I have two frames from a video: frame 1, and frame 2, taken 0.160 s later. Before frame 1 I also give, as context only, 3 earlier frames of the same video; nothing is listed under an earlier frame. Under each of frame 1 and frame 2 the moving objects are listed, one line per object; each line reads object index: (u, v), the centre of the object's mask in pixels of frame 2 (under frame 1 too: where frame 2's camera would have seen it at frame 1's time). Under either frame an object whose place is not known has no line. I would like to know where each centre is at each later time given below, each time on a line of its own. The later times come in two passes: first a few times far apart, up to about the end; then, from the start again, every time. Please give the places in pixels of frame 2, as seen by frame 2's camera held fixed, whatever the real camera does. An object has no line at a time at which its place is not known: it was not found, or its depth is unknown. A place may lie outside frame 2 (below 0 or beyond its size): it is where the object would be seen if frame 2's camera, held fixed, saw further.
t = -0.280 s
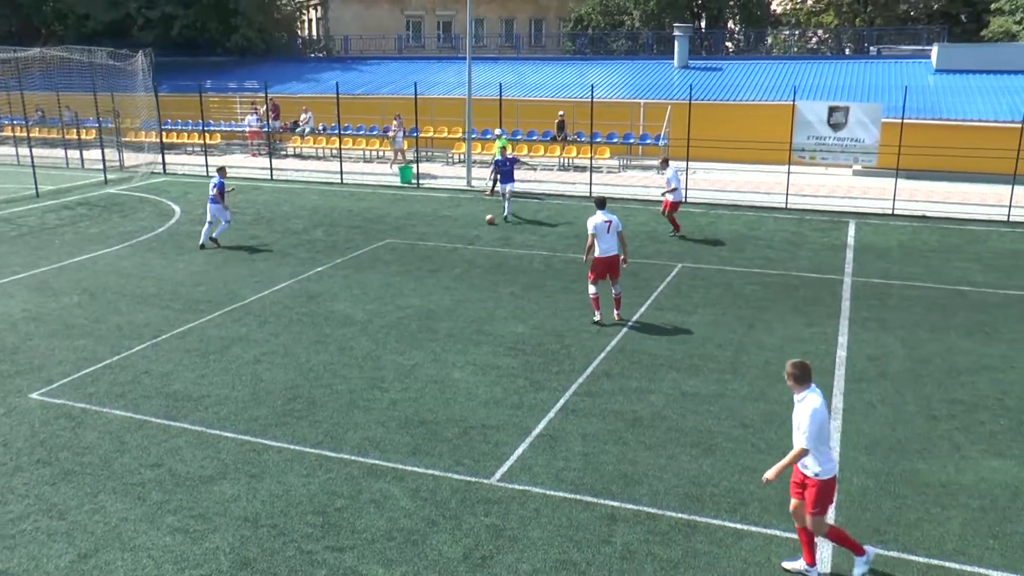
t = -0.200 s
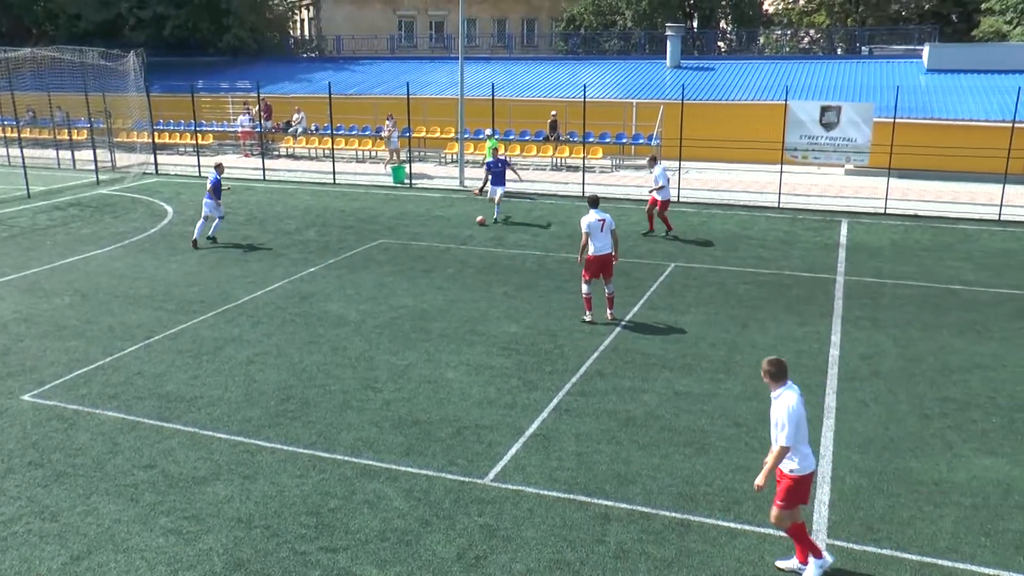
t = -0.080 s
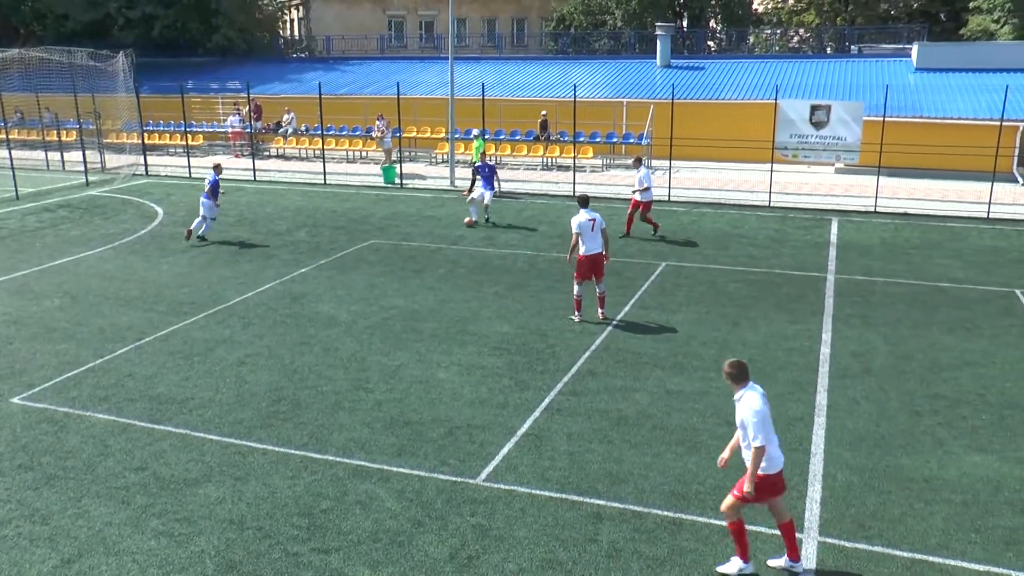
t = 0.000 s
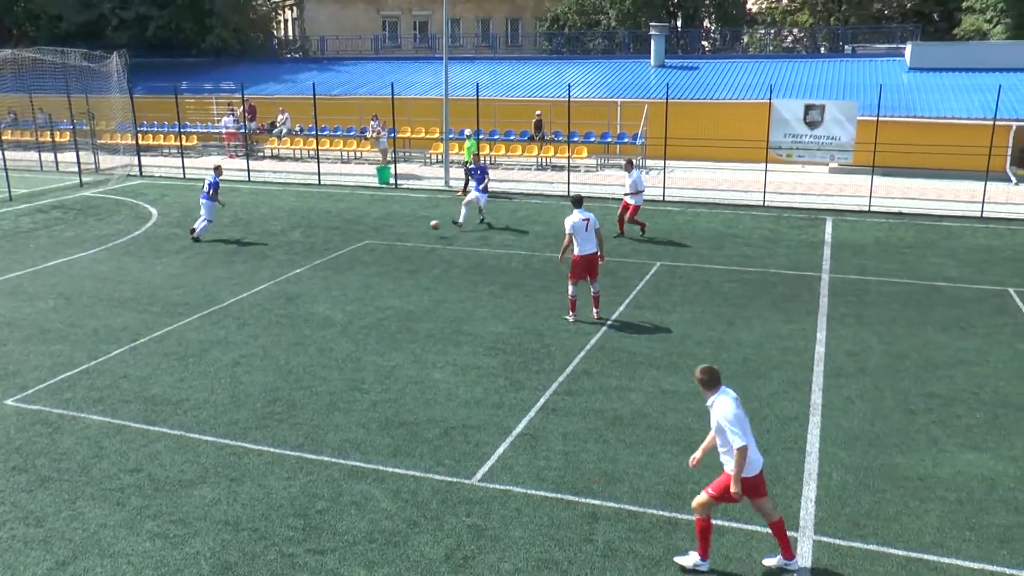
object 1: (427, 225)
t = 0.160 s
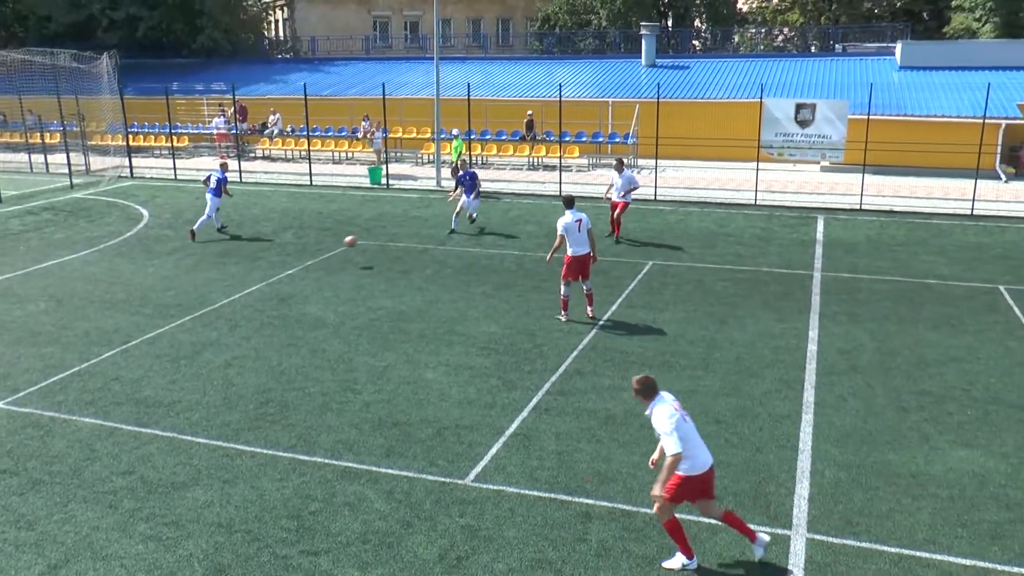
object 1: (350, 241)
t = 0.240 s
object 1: (305, 257)
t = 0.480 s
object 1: (135, 343)
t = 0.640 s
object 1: (3, 378)
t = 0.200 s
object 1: (328, 249)
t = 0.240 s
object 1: (305, 257)
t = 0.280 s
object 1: (280, 268)
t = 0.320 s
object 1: (254, 279)
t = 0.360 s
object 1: (226, 293)
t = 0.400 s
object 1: (197, 309)
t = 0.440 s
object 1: (165, 326)
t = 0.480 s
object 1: (135, 343)
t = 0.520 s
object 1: (104, 349)
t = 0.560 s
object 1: (73, 357)
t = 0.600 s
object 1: (39, 366)
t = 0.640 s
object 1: (3, 378)
